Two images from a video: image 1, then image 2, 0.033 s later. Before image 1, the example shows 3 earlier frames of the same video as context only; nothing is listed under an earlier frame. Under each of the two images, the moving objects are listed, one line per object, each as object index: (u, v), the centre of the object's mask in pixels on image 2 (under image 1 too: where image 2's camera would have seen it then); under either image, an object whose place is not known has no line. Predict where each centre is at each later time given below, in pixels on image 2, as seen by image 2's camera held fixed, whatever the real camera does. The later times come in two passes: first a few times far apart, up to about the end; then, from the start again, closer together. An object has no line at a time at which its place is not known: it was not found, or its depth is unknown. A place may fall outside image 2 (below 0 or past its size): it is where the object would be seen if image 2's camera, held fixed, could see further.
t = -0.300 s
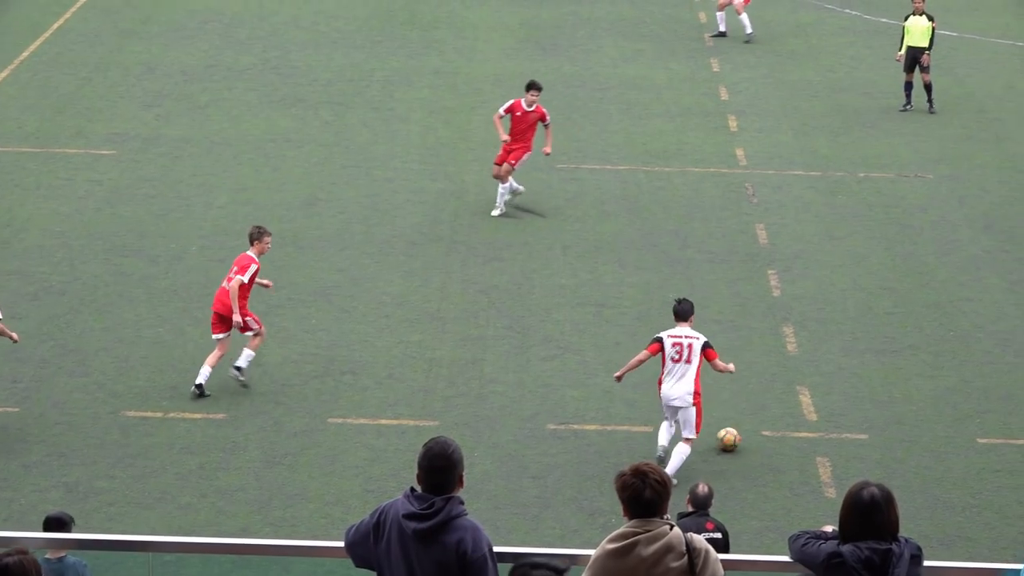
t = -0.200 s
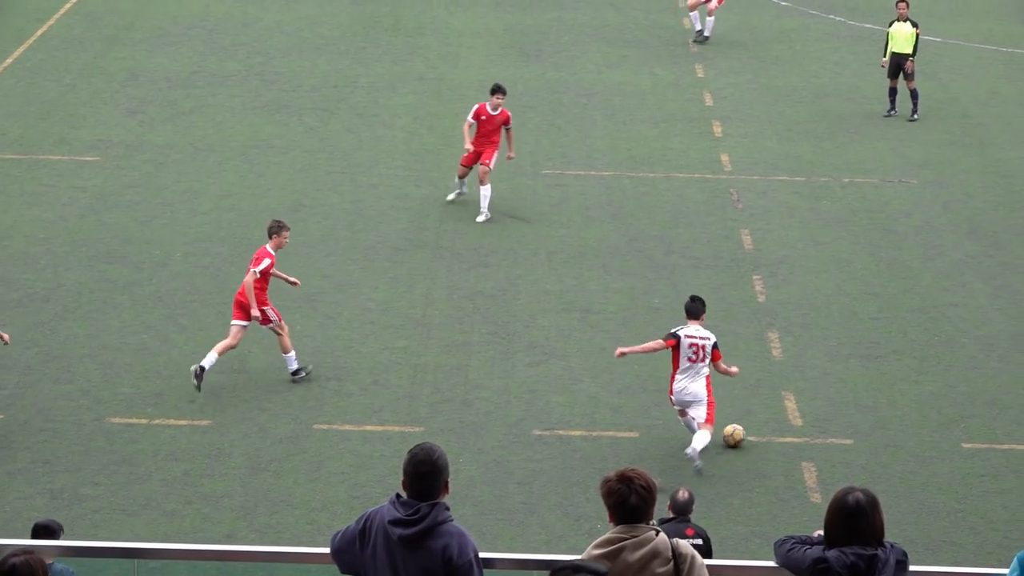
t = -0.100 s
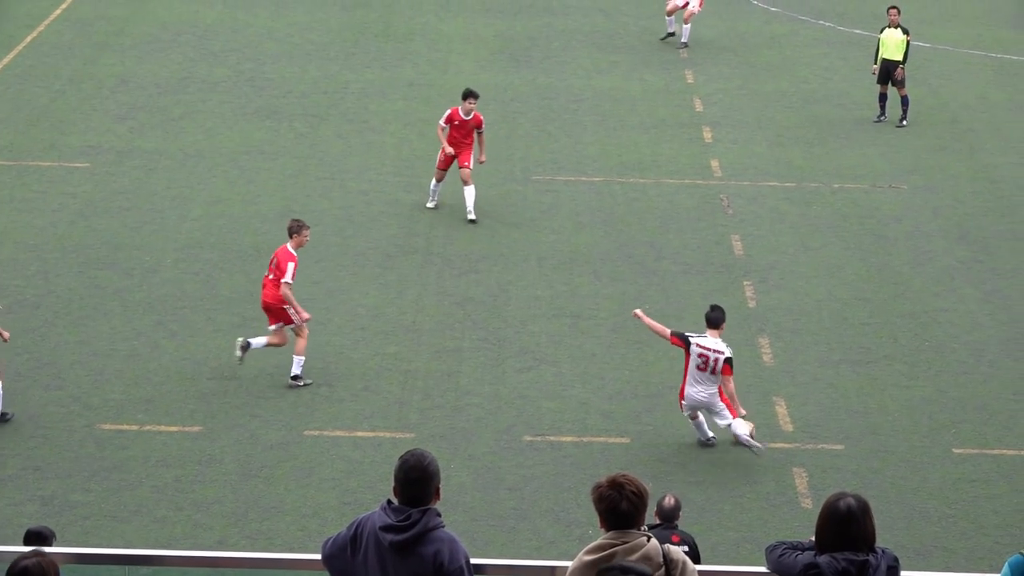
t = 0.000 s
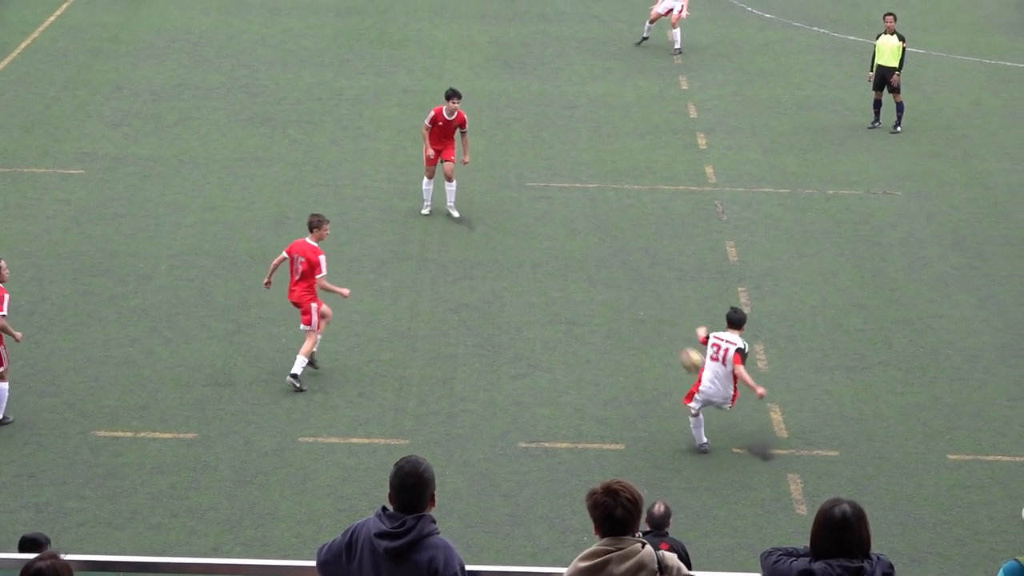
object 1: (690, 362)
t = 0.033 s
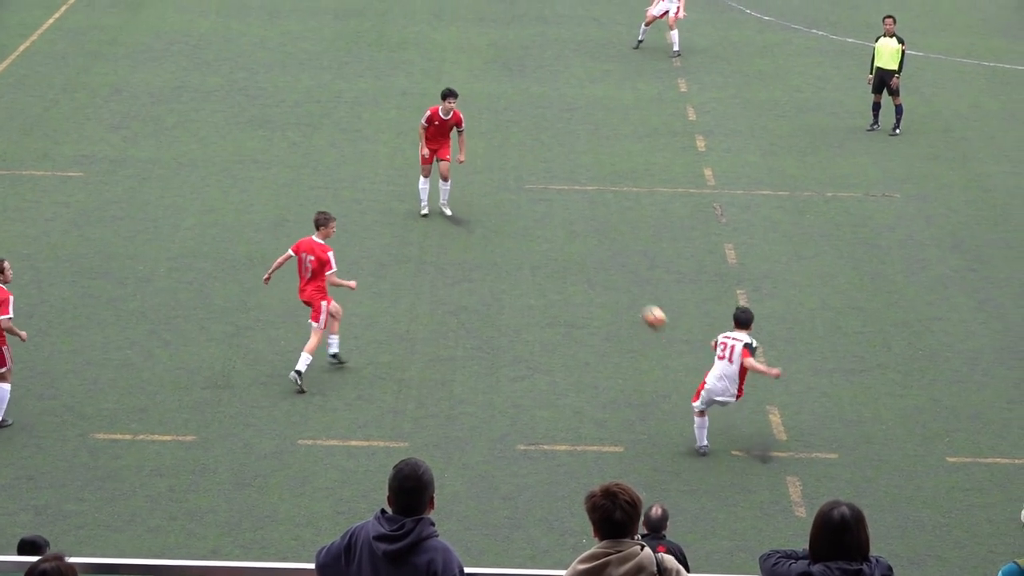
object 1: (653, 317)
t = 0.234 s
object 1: (448, 94)
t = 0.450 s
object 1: (252, -72)
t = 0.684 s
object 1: (56, -193)
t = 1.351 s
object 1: (-432, -276)
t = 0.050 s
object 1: (637, 296)
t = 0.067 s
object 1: (618, 275)
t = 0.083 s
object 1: (599, 253)
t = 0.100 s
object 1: (582, 234)
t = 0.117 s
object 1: (565, 215)
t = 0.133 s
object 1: (547, 197)
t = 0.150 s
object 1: (530, 178)
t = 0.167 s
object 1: (514, 160)
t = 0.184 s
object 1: (498, 143)
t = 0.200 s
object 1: (481, 127)
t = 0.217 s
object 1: (465, 110)
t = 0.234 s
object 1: (448, 94)
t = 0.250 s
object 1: (432, 77)
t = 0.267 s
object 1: (416, 64)
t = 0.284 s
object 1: (400, 49)
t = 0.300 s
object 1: (385, 35)
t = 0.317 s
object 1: (370, 22)
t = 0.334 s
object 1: (355, 9)
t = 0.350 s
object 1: (339, -4)
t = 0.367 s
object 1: (325, -16)
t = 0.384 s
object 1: (310, -28)
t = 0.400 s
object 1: (295, -39)
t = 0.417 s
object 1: (280, -51)
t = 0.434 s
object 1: (266, -62)
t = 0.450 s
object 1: (252, -72)
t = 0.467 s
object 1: (238, -83)
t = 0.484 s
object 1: (224, -93)
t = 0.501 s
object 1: (210, -102)
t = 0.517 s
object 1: (195, -111)
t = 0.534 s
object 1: (181, -121)
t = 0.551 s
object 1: (167, -130)
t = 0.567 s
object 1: (154, -139)
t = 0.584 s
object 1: (140, -147)
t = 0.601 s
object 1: (126, -155)
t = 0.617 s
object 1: (112, -163)
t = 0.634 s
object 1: (98, -170)
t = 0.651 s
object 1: (84, -177)
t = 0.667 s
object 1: (70, -185)
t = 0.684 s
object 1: (56, -193)
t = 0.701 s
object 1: (43, -199)
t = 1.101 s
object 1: (-256, -284)
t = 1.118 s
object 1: (-268, -285)
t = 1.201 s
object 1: (-327, -286)
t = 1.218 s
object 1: (-339, -286)
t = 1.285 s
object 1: (-386, -282)
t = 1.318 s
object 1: (-409, -279)
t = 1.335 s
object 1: (-420, -277)
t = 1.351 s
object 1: (-432, -276)
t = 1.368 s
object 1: (-444, -274)
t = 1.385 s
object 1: (-456, -272)
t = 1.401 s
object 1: (-468, -270)
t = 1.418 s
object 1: (-480, -268)
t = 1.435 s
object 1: (-491, -265)
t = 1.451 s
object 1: (-504, -262)
